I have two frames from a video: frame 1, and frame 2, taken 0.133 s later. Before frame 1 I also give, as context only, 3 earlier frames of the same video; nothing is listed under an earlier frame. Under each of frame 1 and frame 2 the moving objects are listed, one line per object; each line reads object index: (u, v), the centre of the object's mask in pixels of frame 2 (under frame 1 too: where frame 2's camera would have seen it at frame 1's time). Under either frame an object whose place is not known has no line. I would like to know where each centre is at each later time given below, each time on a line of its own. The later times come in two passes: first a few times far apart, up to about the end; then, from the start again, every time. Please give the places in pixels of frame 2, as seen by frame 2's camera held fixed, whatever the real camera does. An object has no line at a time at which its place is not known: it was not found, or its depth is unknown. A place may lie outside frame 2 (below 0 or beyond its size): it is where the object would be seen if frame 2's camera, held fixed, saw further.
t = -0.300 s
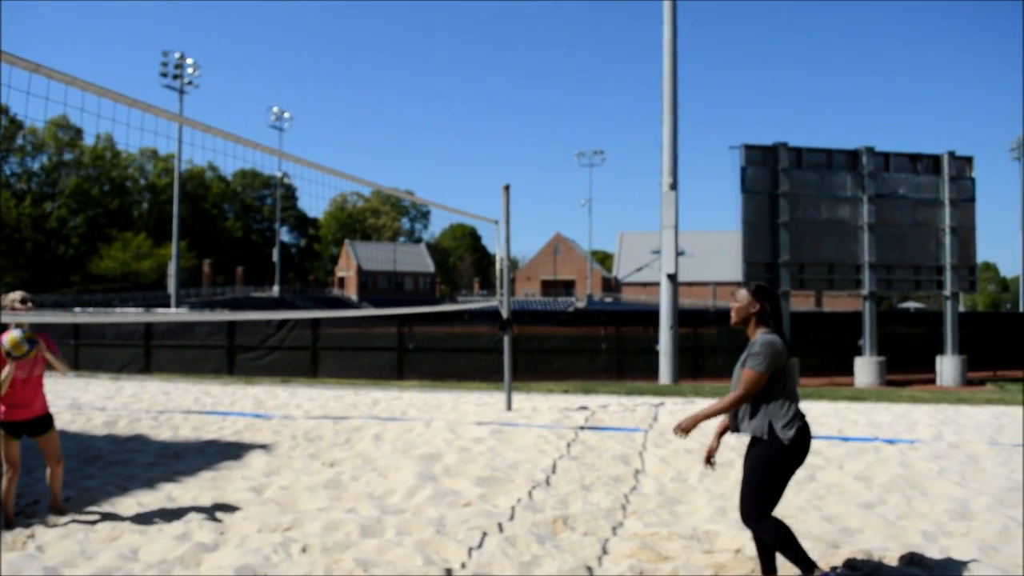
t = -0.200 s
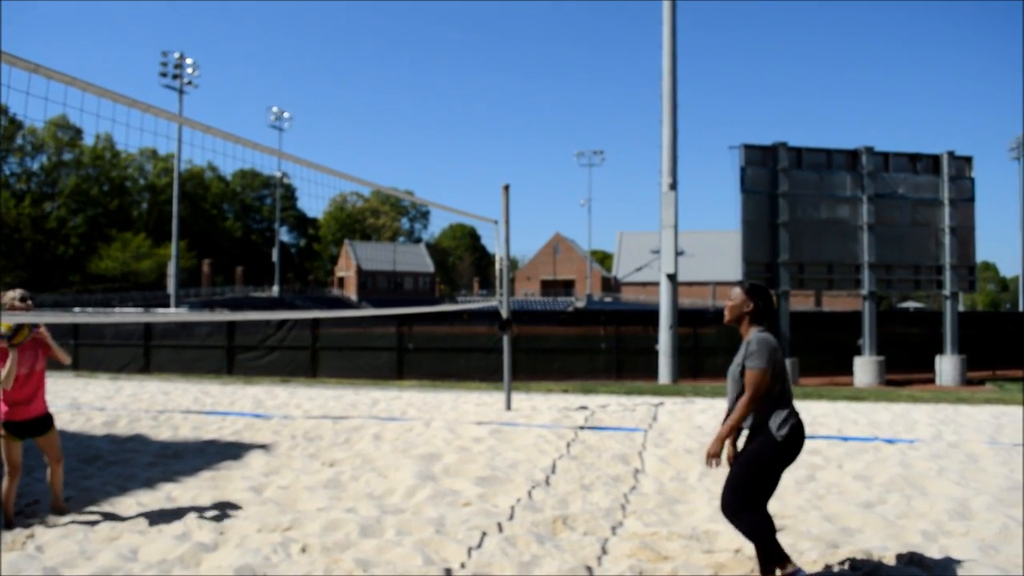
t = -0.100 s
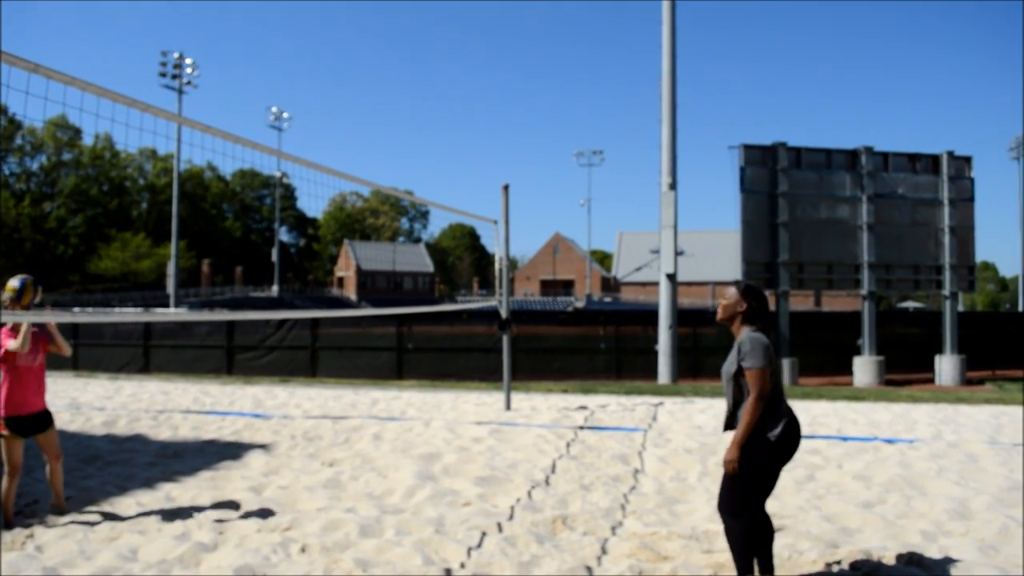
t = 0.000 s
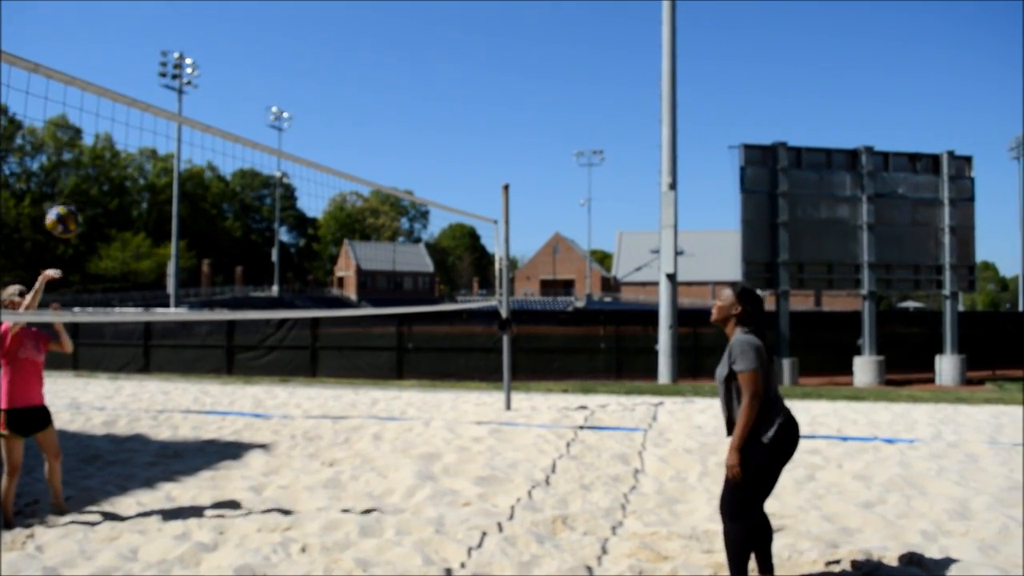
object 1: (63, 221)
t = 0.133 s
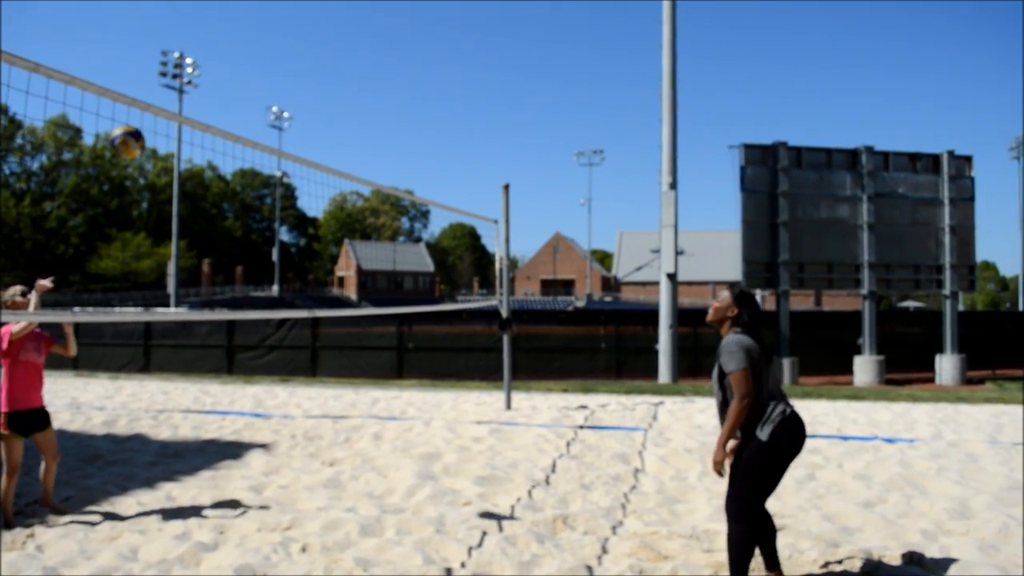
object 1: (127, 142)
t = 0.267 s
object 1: (193, 87)
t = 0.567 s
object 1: (348, 60)
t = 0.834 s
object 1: (493, 160)
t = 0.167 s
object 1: (144, 126)
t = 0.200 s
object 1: (160, 109)
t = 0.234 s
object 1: (177, 98)
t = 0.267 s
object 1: (193, 87)
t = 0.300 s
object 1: (210, 78)
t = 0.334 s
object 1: (227, 69)
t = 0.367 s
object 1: (243, 63)
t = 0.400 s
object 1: (262, 57)
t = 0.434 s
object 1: (282, 54)
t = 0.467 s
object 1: (296, 53)
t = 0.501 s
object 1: (315, 54)
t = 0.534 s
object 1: (331, 56)
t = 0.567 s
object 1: (348, 60)
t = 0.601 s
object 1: (365, 66)
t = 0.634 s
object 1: (383, 74)
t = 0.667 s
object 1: (401, 83)
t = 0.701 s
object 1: (419, 95)
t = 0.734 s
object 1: (437, 108)
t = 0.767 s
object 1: (456, 123)
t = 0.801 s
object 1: (474, 141)
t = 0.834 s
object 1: (493, 160)
